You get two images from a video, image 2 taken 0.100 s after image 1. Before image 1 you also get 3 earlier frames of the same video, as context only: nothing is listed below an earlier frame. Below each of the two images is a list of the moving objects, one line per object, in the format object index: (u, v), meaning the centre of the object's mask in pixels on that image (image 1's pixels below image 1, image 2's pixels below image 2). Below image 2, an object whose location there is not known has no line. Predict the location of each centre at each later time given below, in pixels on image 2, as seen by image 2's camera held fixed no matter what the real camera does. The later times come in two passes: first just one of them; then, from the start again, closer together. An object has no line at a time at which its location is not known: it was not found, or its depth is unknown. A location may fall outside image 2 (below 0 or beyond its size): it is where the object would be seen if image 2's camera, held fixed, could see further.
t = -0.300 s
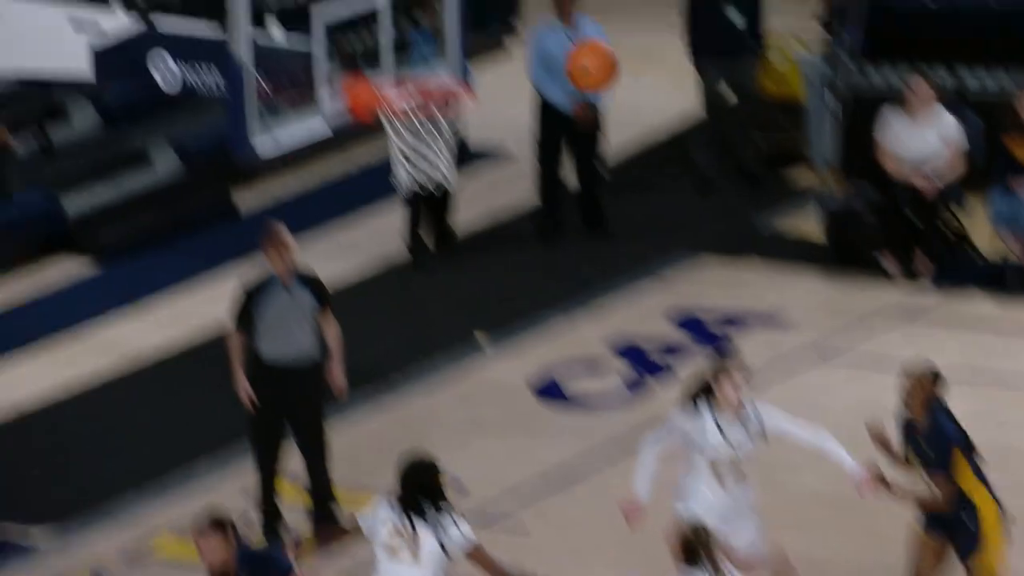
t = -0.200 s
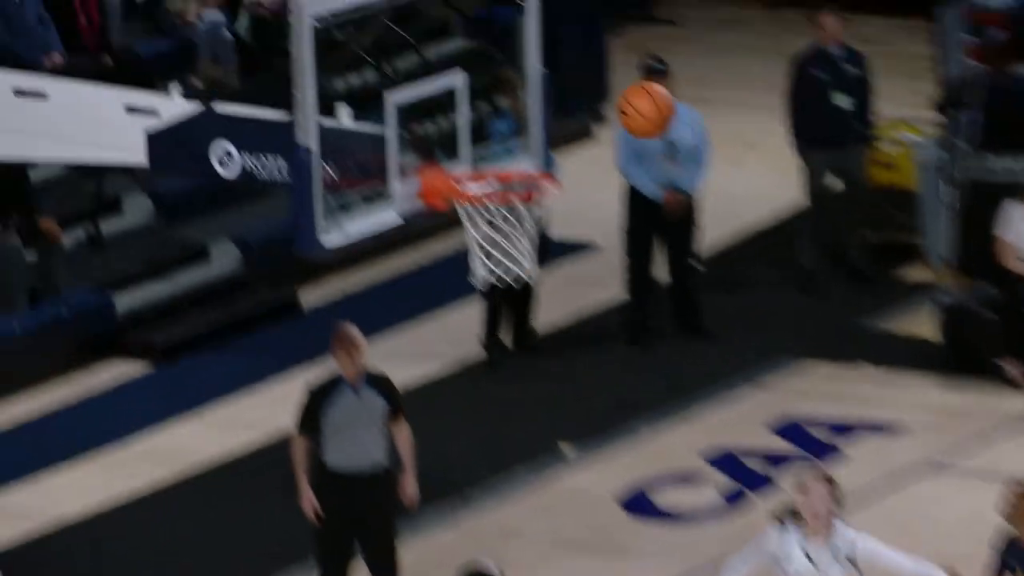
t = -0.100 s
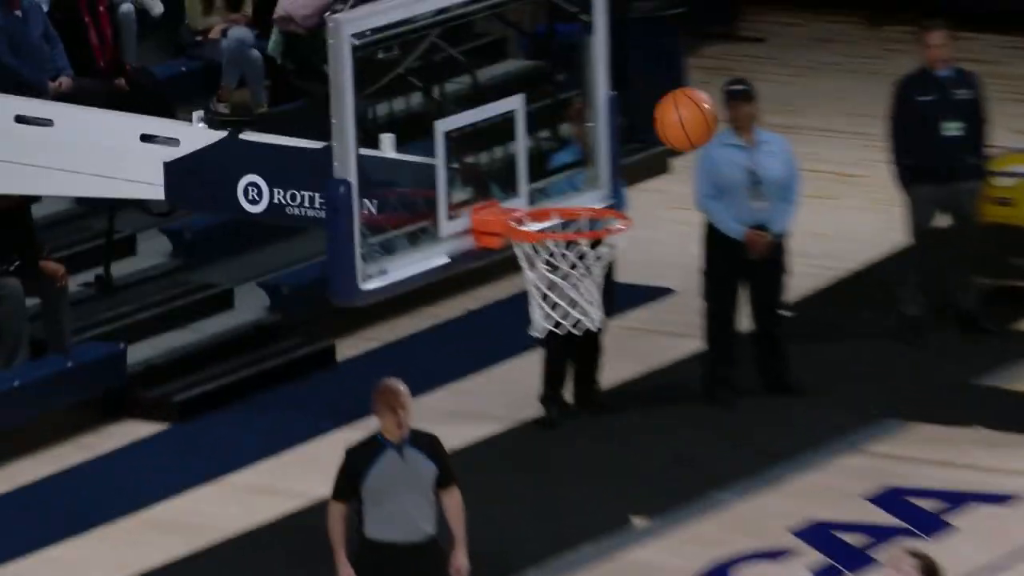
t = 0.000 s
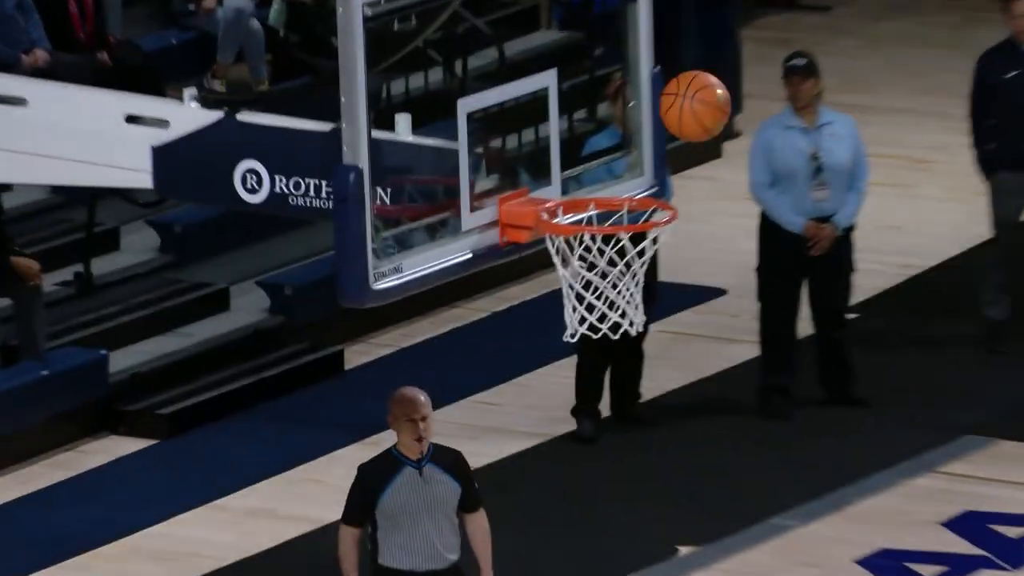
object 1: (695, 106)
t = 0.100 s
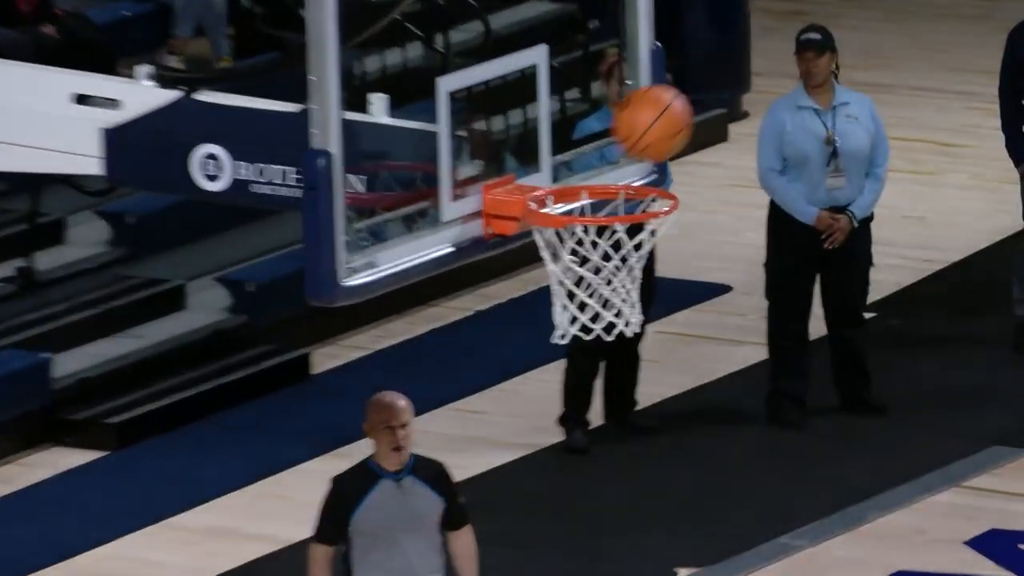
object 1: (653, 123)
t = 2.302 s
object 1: (609, 278)
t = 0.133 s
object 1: (639, 141)
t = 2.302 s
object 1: (609, 278)
